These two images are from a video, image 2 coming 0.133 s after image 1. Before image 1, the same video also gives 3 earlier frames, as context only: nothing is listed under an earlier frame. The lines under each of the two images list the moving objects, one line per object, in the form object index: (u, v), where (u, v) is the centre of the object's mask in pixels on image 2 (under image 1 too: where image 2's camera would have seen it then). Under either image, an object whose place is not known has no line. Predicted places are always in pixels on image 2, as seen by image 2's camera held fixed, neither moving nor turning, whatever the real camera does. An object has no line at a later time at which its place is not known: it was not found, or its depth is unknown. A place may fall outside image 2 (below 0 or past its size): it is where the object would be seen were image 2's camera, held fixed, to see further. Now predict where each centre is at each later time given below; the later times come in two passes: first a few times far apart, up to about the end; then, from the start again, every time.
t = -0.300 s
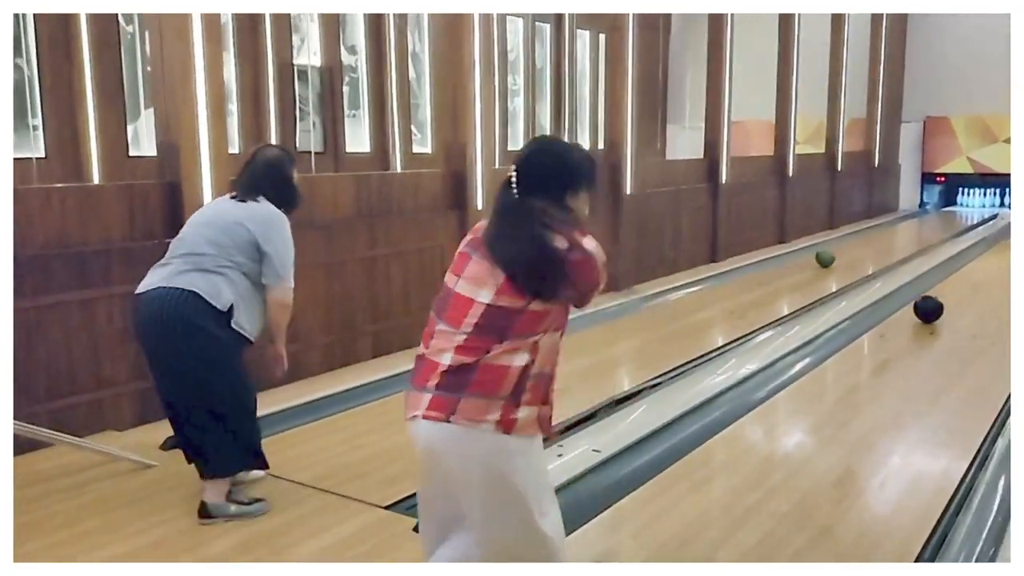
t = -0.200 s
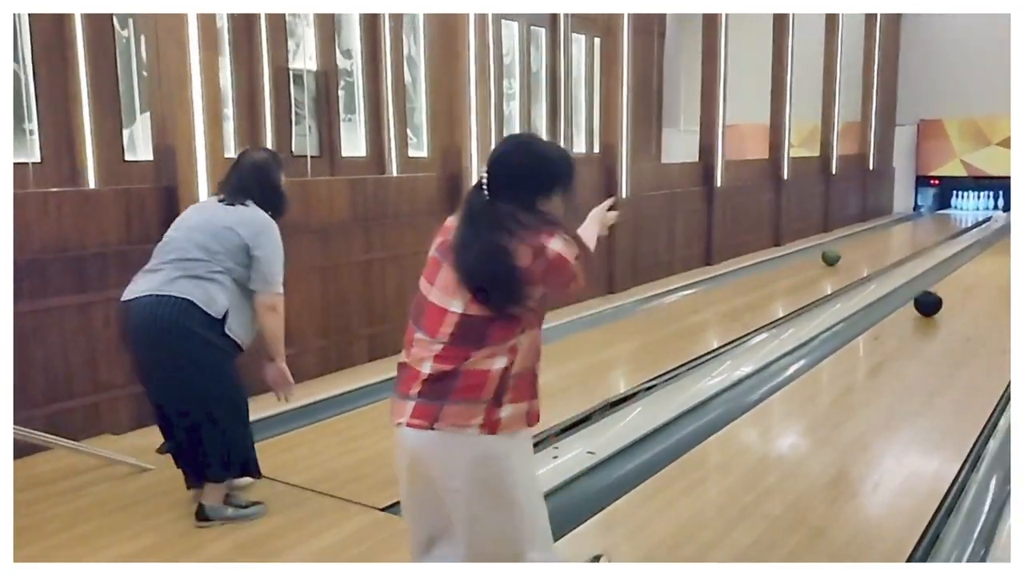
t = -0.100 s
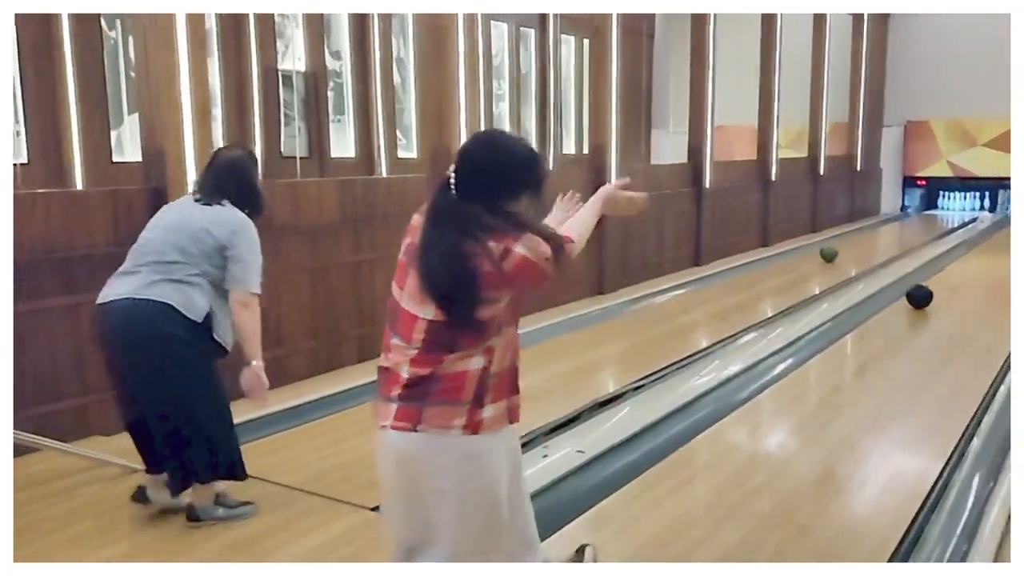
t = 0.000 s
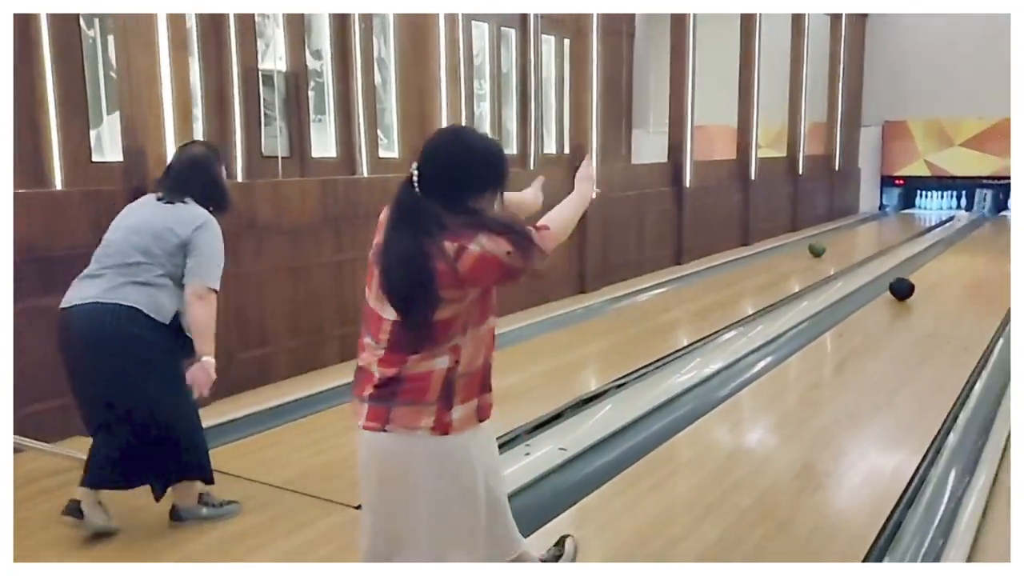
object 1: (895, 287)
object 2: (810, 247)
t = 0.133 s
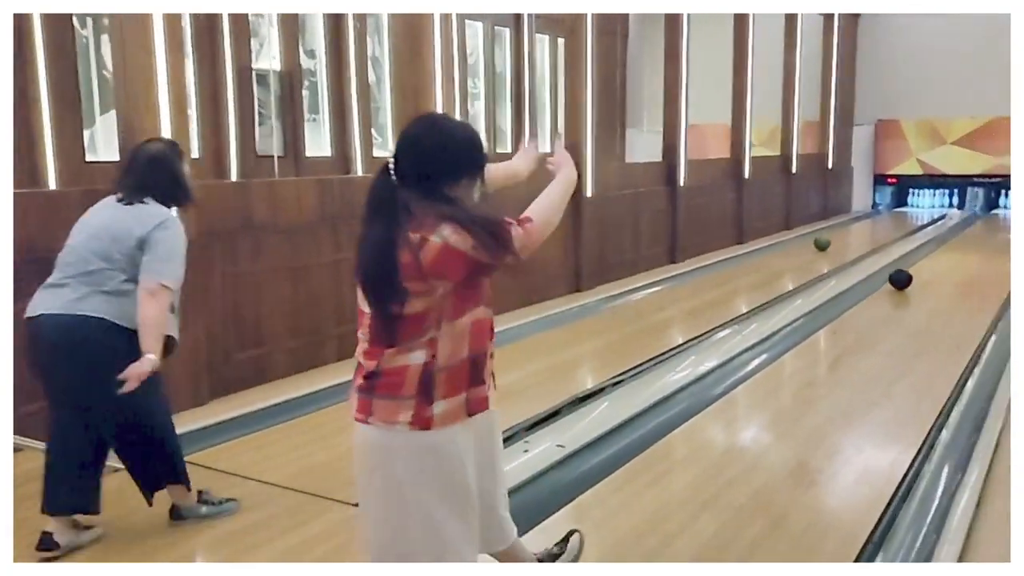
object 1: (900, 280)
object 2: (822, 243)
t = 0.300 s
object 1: (907, 271)
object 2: (835, 239)
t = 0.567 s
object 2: (854, 231)
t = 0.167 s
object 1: (902, 277)
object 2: (825, 242)
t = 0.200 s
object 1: (903, 276)
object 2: (828, 241)
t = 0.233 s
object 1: (905, 274)
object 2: (830, 241)
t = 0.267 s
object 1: (906, 273)
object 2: (833, 239)
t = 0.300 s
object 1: (907, 271)
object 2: (835, 239)
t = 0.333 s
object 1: (908, 270)
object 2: (838, 238)
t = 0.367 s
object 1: (909, 268)
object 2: (840, 237)
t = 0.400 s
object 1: (910, 266)
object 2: (843, 235)
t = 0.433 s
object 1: (911, 265)
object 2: (845, 235)
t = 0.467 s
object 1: (912, 264)
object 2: (848, 234)
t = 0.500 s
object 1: (912, 263)
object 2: (849, 233)
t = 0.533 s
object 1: (913, 261)
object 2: (851, 233)
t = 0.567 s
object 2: (854, 231)
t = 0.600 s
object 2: (856, 230)
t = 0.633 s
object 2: (858, 229)
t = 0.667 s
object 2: (860, 229)
